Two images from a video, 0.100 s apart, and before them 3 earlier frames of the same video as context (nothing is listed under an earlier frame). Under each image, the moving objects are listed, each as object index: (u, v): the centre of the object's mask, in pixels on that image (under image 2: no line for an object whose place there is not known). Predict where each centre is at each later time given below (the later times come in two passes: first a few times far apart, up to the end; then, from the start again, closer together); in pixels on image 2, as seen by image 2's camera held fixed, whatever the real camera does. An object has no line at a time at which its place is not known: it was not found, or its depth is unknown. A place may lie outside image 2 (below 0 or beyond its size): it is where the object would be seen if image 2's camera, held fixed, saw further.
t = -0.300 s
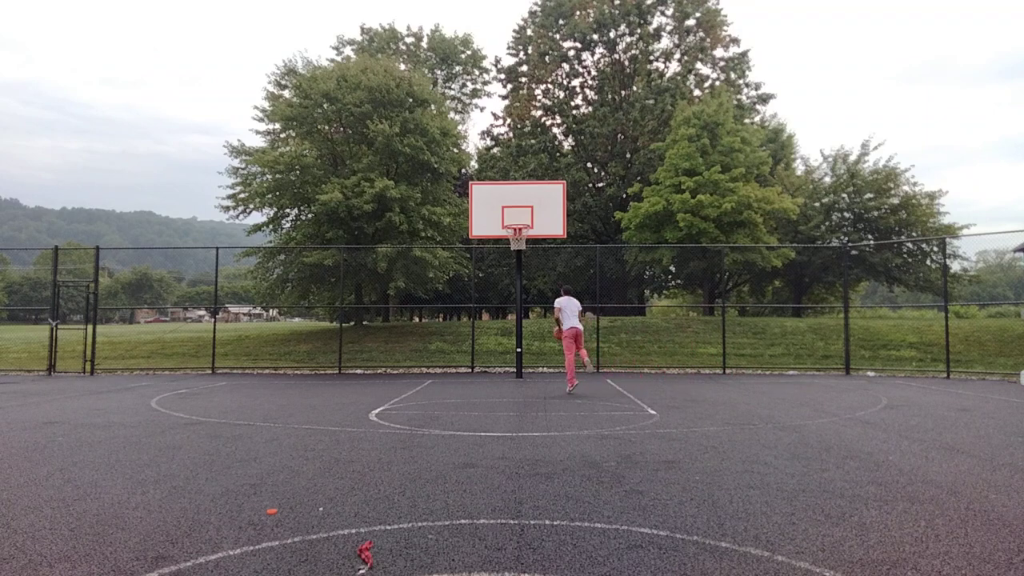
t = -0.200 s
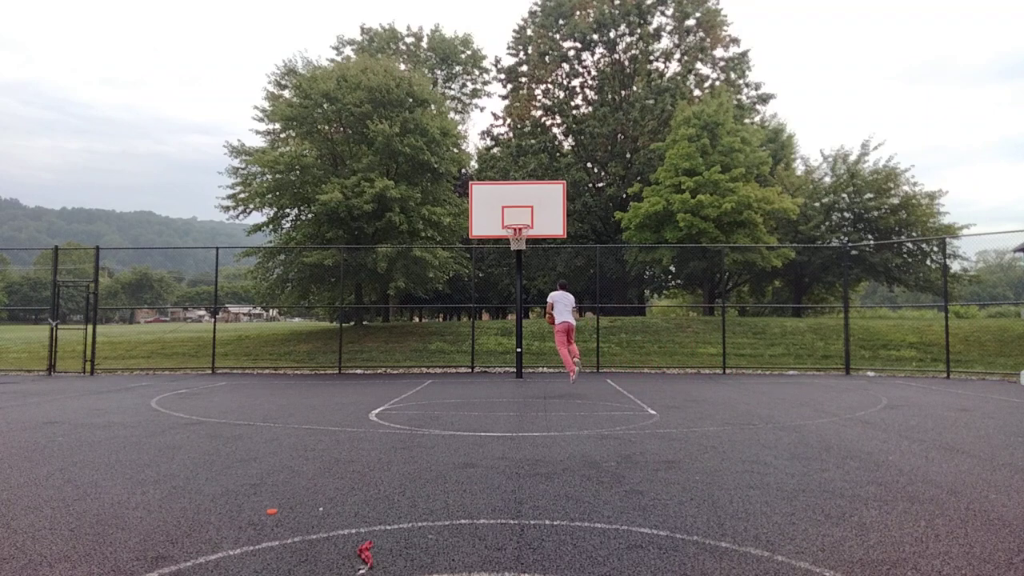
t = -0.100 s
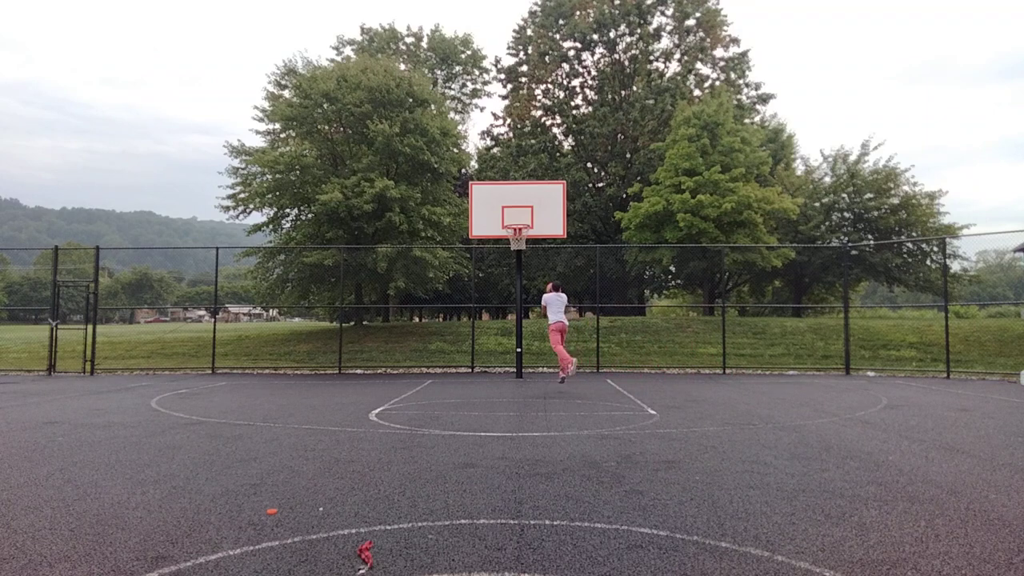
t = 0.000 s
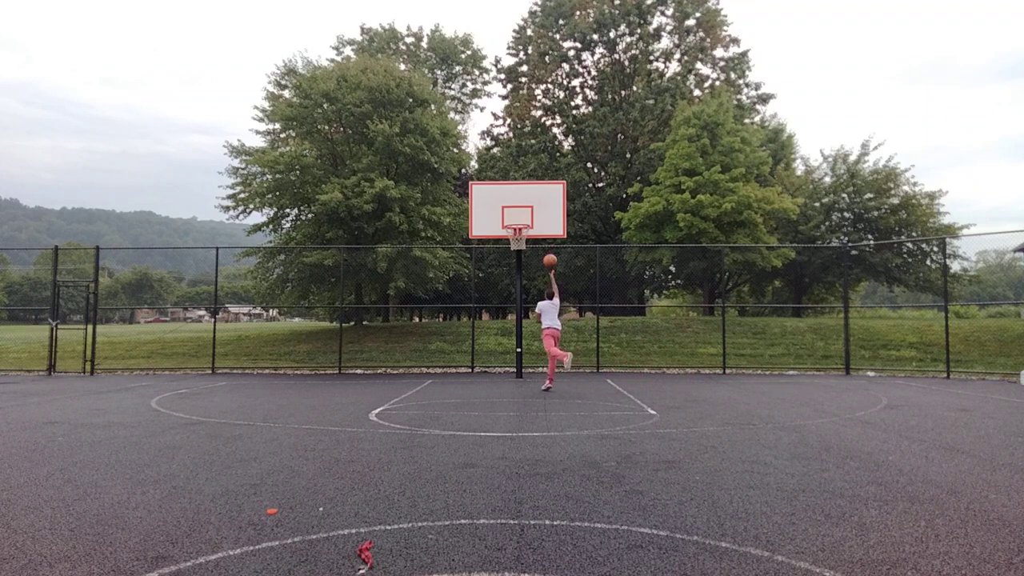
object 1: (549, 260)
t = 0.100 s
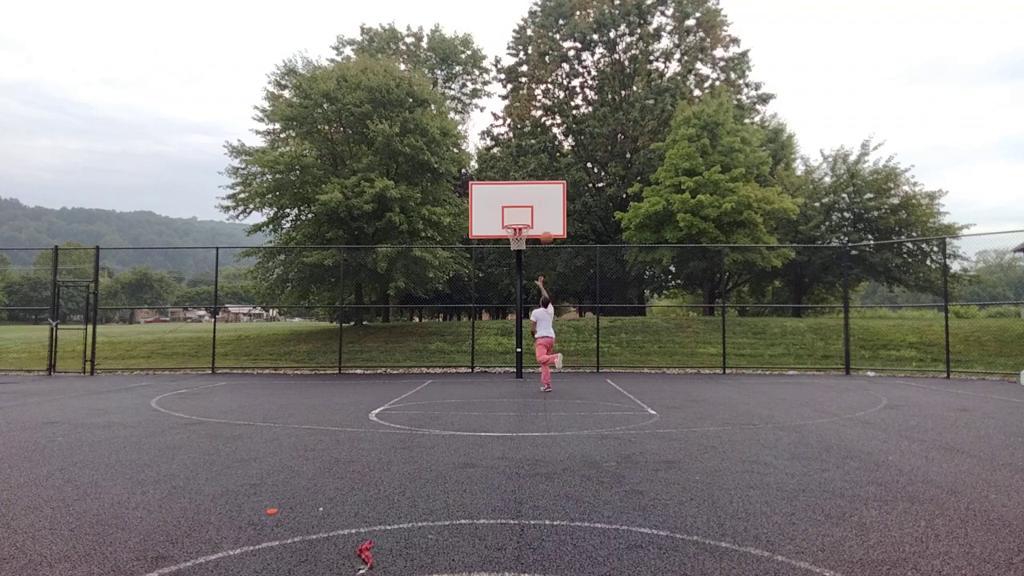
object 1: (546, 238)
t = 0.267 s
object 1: (540, 210)
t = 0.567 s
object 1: (528, 197)
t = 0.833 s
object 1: (510, 217)
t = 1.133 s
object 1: (540, 220)
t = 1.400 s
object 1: (574, 255)
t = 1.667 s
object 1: (608, 330)
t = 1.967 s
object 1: (638, 344)
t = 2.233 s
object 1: (658, 308)
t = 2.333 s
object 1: (667, 304)
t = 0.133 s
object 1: (545, 230)
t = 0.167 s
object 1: (544, 224)
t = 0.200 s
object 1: (543, 219)
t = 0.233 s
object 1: (541, 214)
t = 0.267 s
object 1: (540, 210)
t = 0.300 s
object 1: (539, 207)
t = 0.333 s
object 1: (538, 203)
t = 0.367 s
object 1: (537, 201)
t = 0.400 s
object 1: (536, 199)
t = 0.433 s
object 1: (534, 198)
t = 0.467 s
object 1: (533, 198)
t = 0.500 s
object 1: (532, 198)
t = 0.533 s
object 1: (530, 198)
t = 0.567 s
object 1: (528, 197)
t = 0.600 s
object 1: (526, 198)
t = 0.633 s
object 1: (524, 199)
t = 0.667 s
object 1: (522, 200)
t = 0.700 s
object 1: (519, 202)
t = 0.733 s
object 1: (517, 205)
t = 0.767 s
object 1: (515, 208)
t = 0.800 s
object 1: (513, 212)
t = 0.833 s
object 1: (510, 217)
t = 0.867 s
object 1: (508, 220)
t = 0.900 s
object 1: (511, 219)
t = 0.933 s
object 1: (515, 218)
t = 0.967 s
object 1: (519, 217)
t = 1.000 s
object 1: (523, 217)
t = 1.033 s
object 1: (527, 217)
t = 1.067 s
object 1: (531, 217)
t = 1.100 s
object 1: (536, 219)
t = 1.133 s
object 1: (540, 220)
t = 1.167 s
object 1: (544, 222)
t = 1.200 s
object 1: (548, 225)
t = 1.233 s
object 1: (552, 228)
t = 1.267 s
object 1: (556, 232)
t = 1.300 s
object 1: (561, 237)
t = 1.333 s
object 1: (565, 242)
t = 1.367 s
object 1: (569, 248)
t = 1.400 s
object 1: (574, 255)
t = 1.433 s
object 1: (578, 261)
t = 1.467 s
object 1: (582, 269)
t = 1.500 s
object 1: (586, 278)
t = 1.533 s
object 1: (590, 287)
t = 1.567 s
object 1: (595, 296)
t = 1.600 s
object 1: (599, 307)
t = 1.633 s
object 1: (604, 318)
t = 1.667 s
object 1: (608, 330)
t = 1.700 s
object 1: (612, 342)
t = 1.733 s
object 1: (616, 355)
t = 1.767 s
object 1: (620, 369)
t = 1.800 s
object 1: (625, 383)
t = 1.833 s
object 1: (628, 376)
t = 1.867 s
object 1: (630, 367)
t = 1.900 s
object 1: (633, 359)
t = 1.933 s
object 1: (635, 351)
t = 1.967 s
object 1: (638, 344)
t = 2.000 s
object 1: (640, 337)
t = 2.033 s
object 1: (643, 331)
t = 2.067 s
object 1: (645, 326)
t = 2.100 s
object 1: (648, 321)
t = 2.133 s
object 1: (651, 317)
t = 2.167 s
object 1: (653, 313)
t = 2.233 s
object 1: (658, 308)
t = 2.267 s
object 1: (661, 306)
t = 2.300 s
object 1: (664, 305)
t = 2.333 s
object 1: (667, 304)
